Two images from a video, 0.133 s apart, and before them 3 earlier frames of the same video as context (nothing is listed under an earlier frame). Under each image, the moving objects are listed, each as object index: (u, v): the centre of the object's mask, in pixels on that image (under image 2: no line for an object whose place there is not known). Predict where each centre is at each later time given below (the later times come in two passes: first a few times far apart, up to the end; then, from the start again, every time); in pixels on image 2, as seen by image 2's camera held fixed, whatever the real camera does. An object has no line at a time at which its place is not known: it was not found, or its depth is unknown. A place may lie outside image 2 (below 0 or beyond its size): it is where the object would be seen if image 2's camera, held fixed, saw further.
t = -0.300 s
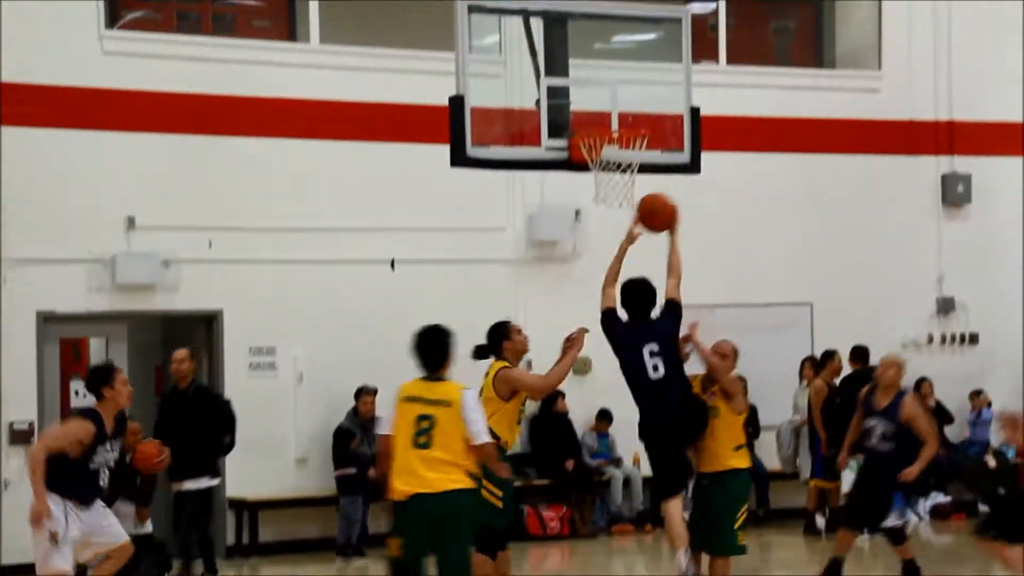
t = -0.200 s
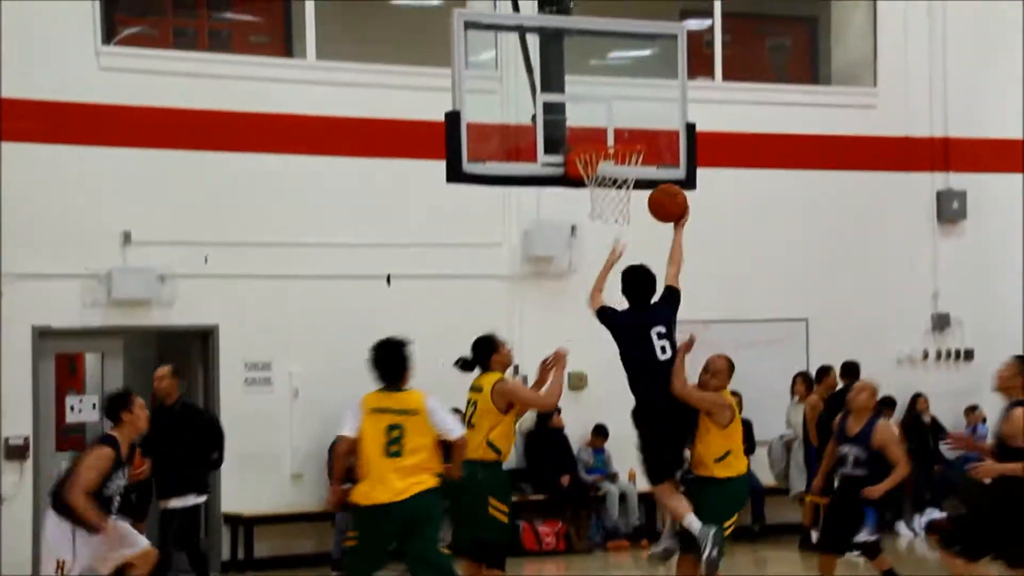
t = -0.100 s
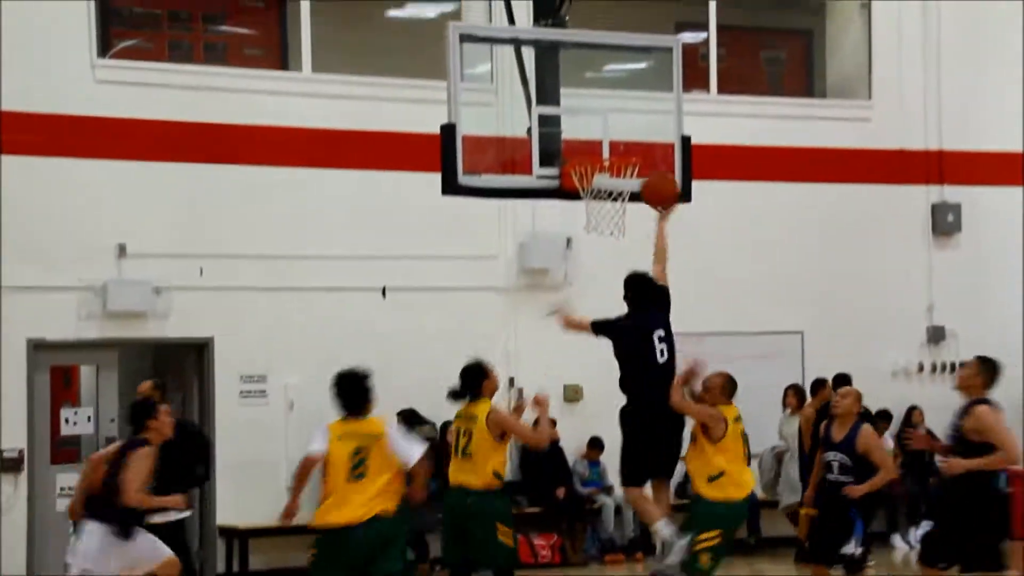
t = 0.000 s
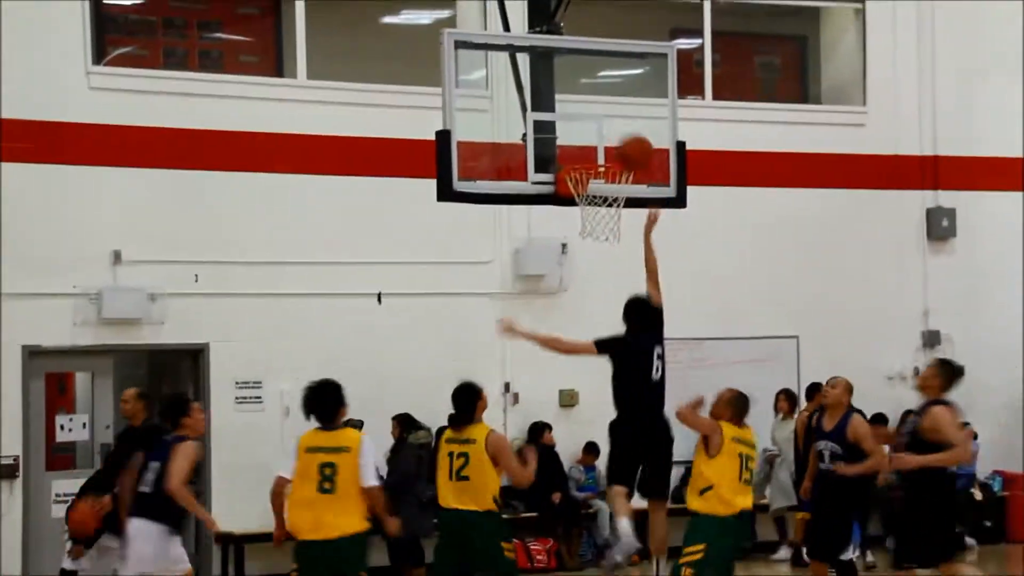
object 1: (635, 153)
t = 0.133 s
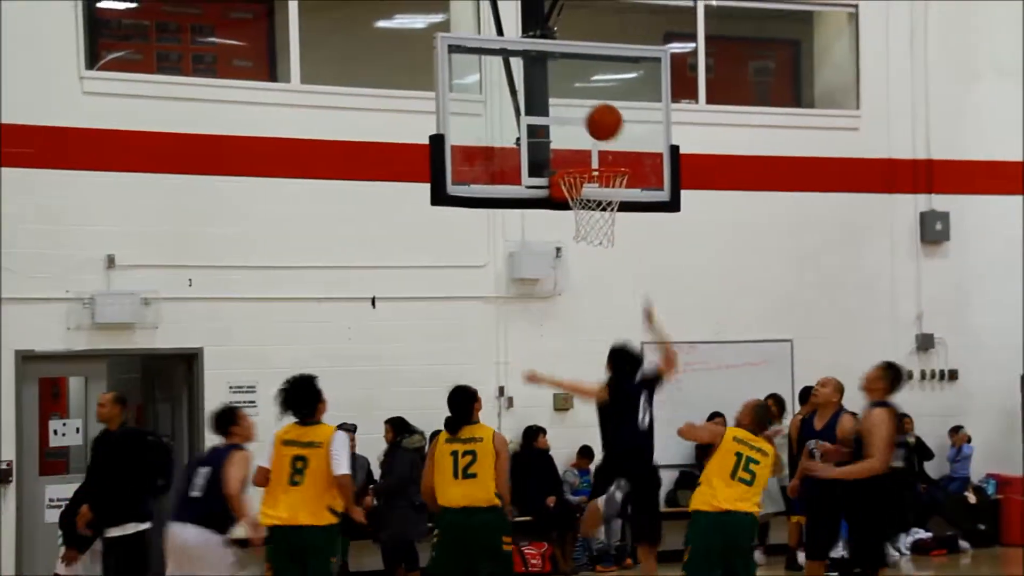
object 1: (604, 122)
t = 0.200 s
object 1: (593, 116)
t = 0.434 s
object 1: (553, 143)
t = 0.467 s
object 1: (548, 155)
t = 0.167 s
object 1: (598, 118)
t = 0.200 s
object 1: (593, 116)
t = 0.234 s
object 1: (587, 115)
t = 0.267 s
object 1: (581, 115)
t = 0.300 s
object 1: (576, 117)
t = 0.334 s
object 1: (570, 122)
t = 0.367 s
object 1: (565, 127)
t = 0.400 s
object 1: (559, 134)
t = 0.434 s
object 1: (553, 143)
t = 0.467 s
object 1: (548, 155)
